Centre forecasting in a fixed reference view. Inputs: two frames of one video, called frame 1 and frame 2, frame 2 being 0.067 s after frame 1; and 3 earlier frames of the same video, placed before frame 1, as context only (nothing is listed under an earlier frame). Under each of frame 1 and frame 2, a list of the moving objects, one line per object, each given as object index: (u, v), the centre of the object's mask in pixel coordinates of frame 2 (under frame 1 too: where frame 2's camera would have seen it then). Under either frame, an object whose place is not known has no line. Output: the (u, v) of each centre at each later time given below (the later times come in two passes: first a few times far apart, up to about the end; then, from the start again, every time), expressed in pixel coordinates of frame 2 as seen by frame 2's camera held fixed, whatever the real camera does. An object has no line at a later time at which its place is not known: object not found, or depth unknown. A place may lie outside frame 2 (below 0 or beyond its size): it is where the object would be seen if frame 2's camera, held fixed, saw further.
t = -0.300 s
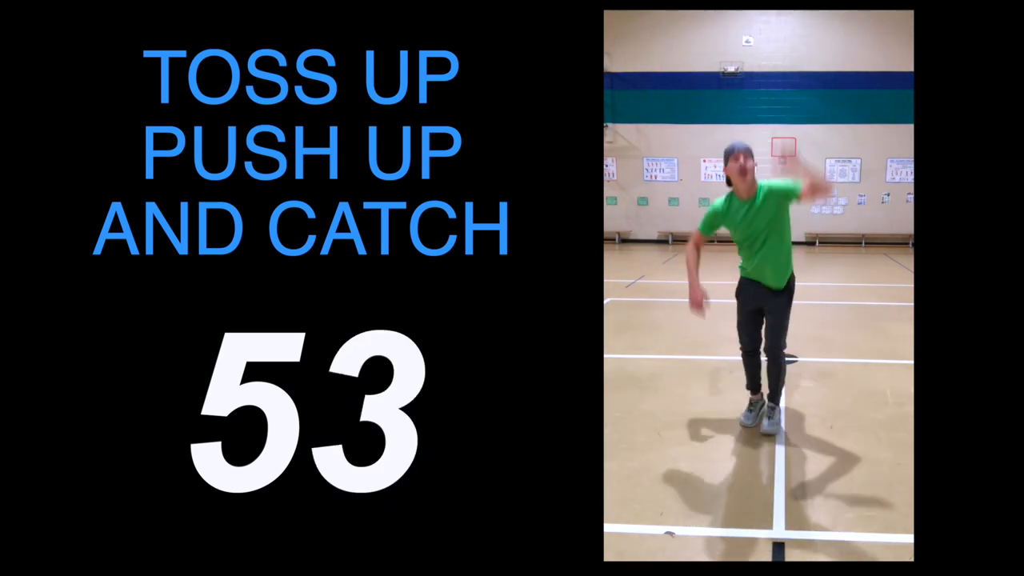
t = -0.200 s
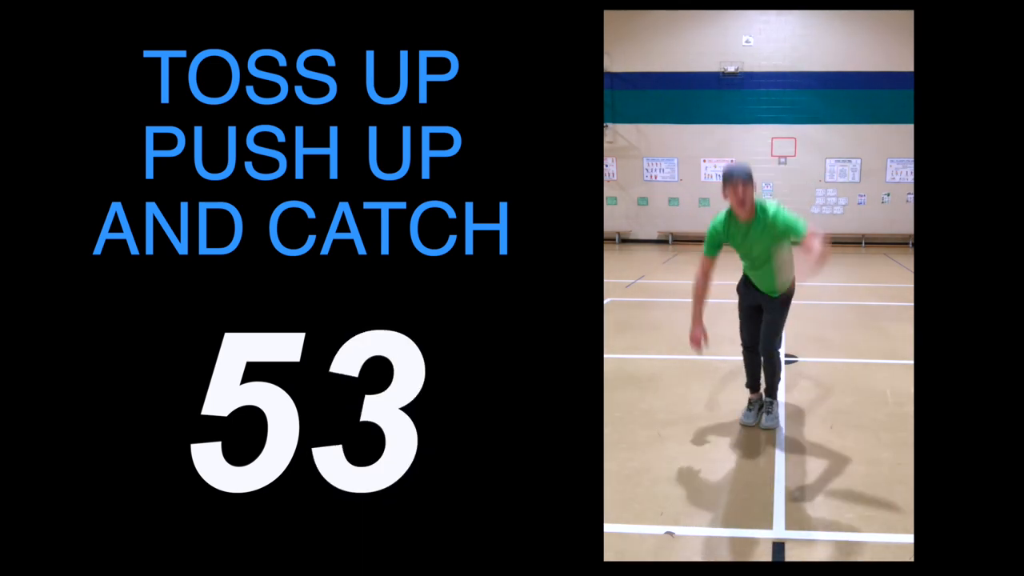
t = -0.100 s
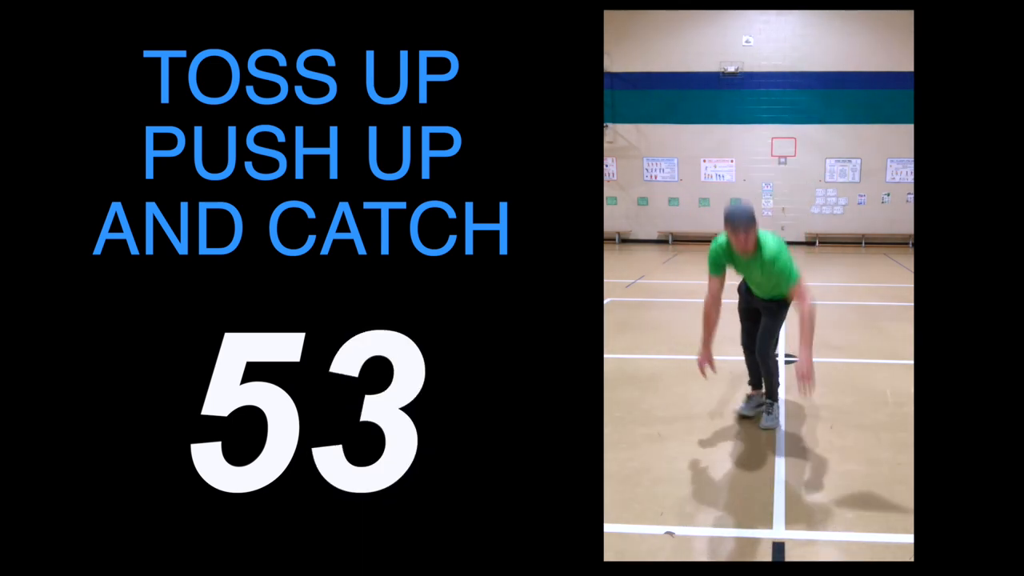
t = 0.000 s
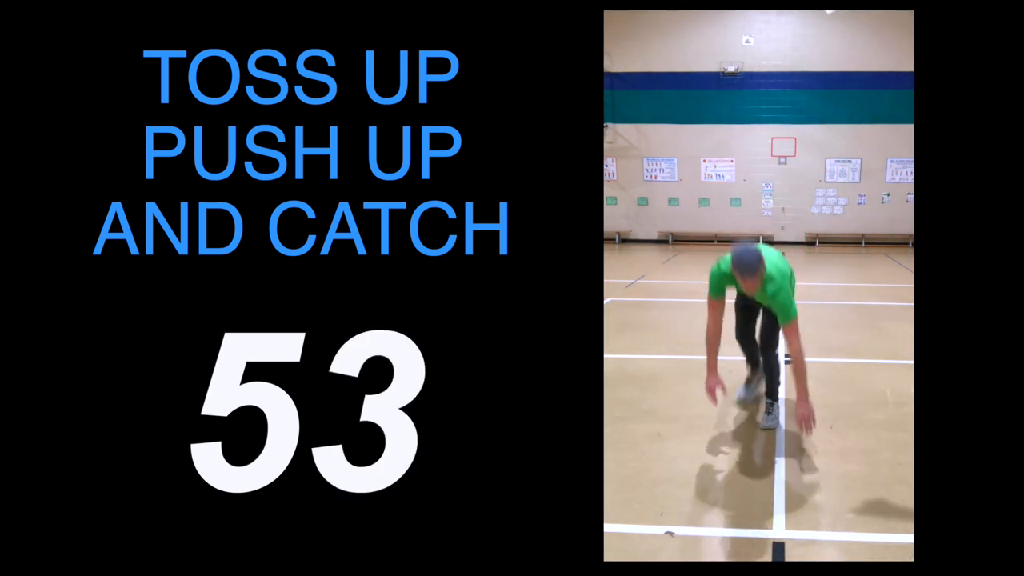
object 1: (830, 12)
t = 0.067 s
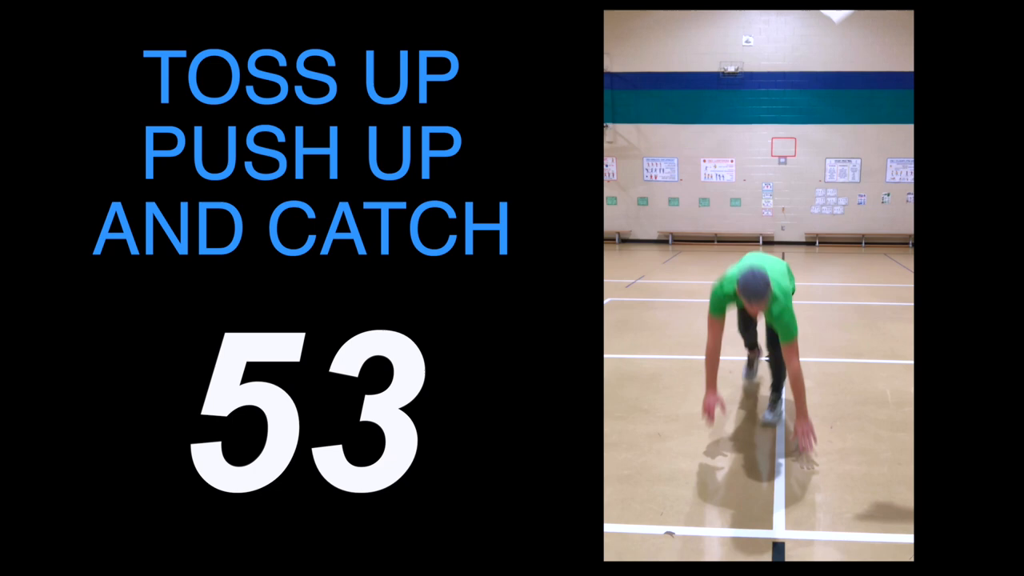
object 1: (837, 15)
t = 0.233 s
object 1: (850, 30)
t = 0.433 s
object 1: (851, 69)
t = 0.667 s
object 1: (870, 127)
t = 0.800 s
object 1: (886, 147)
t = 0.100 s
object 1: (838, 17)
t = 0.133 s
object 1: (839, 19)
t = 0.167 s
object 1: (842, 22)
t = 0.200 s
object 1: (847, 26)
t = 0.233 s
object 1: (850, 30)
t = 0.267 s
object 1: (851, 34)
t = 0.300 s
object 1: (851, 40)
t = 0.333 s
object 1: (850, 46)
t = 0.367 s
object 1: (851, 54)
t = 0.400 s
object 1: (851, 61)
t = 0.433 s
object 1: (851, 69)
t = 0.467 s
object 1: (852, 78)
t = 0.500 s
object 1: (853, 85)
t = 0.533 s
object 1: (856, 92)
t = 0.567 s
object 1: (859, 101)
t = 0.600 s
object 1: (863, 110)
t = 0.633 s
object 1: (867, 118)
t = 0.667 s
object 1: (870, 127)
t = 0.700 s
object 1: (873, 135)
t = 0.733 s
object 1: (877, 144)
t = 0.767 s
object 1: (883, 145)
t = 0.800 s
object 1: (886, 147)
